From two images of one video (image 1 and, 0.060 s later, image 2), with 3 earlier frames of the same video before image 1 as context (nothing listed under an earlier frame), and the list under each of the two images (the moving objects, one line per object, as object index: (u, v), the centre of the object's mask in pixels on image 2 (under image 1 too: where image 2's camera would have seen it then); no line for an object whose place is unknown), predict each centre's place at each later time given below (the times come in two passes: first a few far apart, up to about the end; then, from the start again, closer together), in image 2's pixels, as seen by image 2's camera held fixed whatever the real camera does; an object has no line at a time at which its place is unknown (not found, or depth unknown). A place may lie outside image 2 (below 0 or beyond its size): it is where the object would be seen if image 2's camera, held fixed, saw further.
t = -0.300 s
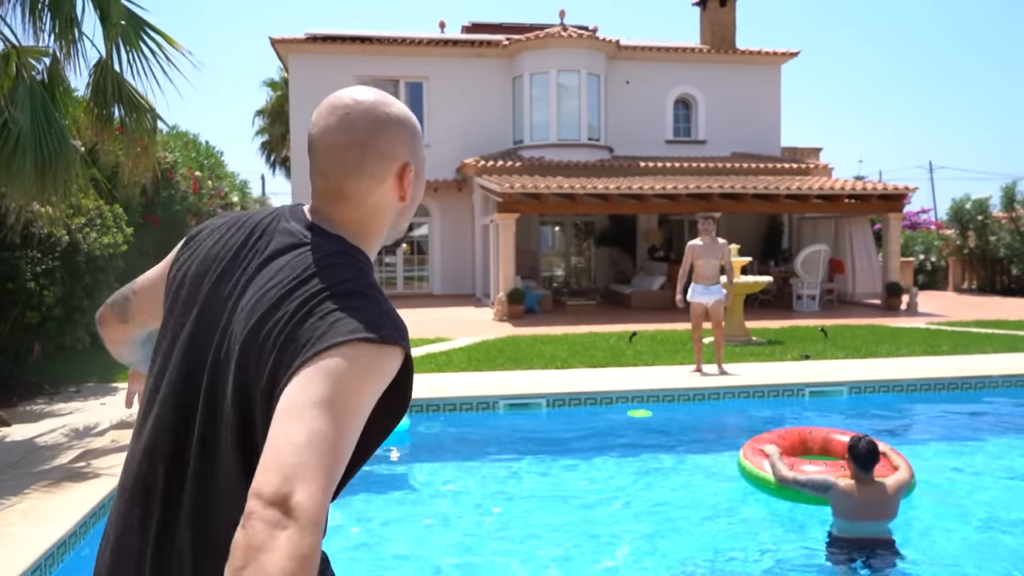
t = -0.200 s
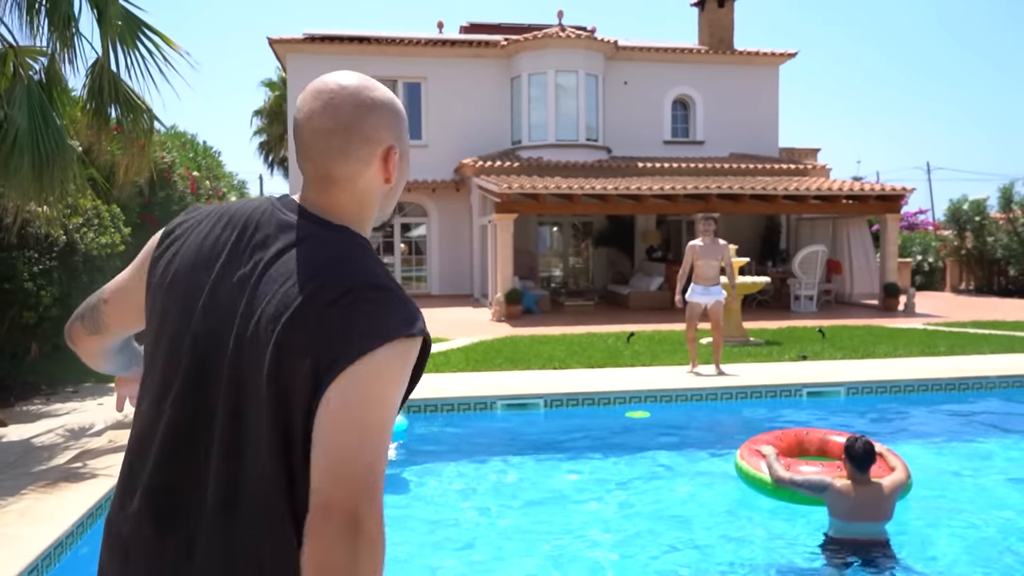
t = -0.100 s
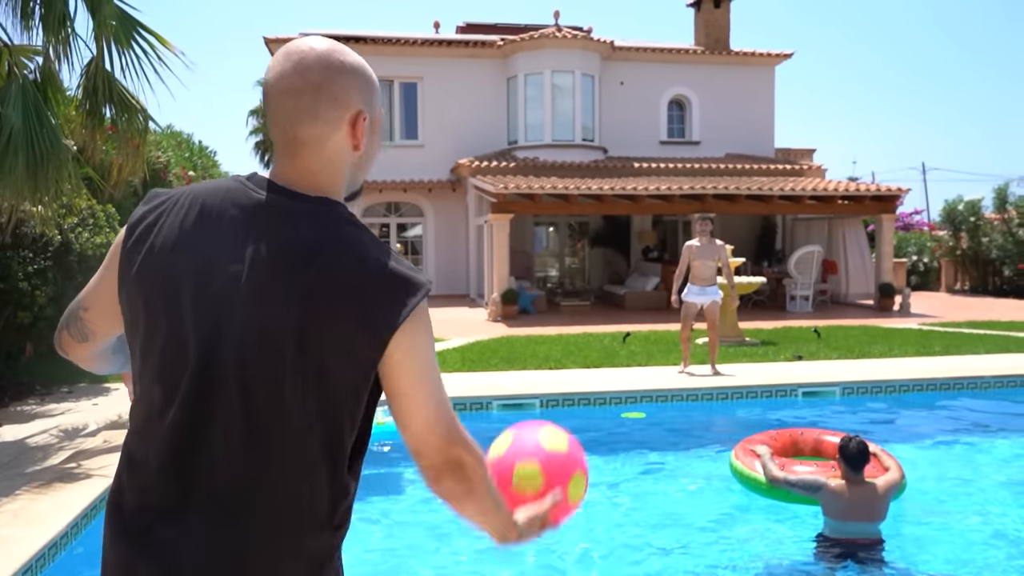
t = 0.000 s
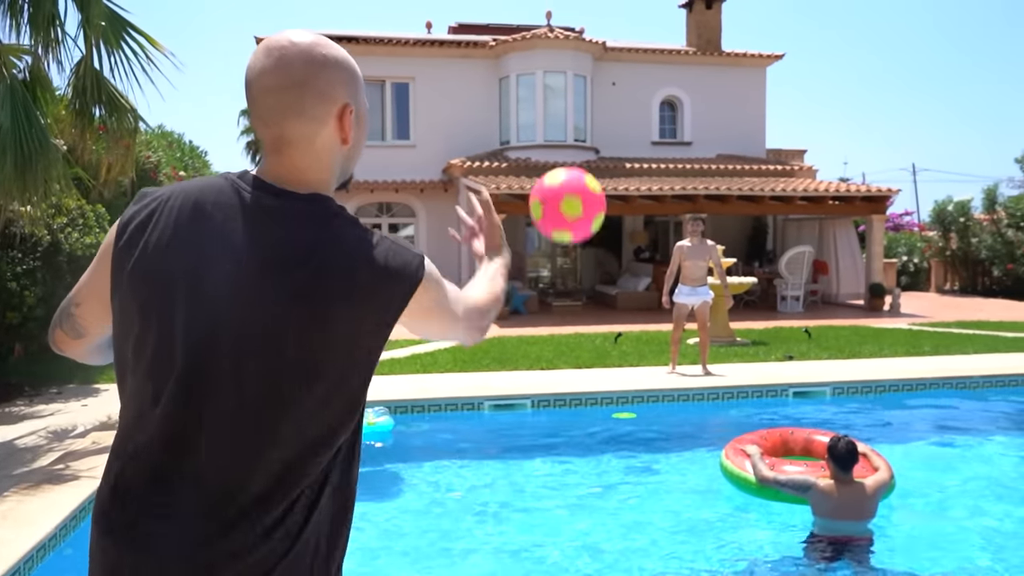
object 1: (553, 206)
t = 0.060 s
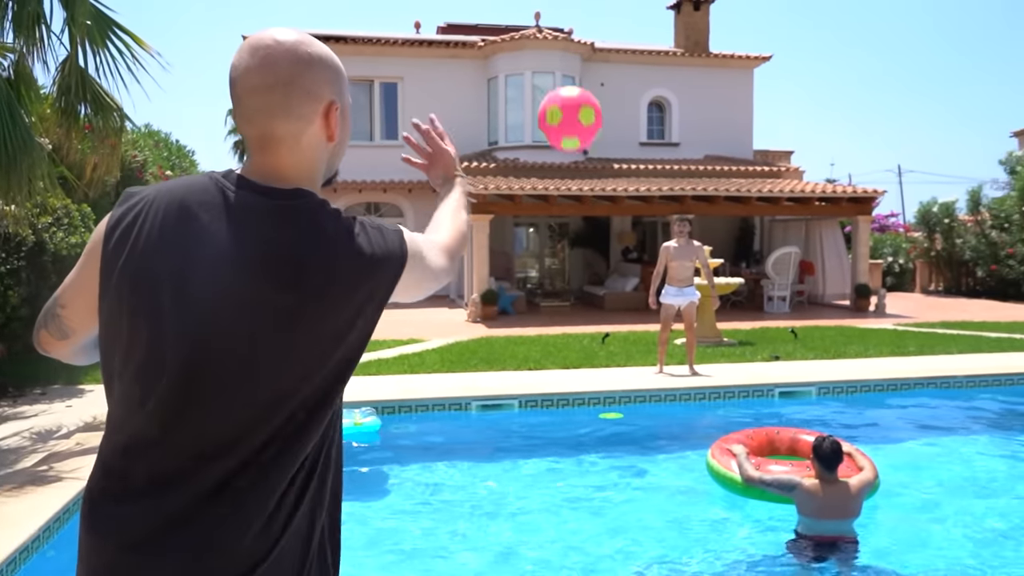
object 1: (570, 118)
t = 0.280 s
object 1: (594, 15)
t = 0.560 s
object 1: (610, 46)
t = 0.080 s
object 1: (574, 97)
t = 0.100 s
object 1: (577, 80)
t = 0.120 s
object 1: (580, 65)
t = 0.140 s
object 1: (582, 53)
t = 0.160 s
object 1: (584, 42)
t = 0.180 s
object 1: (586, 33)
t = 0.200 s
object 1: (588, 25)
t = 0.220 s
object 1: (590, 20)
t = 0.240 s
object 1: (592, 17)
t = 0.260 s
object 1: (593, 16)
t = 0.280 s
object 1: (594, 15)
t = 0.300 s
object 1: (596, 14)
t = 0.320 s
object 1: (598, 14)
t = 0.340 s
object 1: (599, 15)
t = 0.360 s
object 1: (601, 16)
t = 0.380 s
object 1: (602, 18)
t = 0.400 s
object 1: (604, 19)
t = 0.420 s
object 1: (604, 21)
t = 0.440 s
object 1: (605, 23)
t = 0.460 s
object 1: (606, 25)
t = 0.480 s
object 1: (607, 28)
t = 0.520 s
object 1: (609, 35)
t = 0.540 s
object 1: (610, 40)
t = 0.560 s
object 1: (610, 46)
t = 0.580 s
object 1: (611, 51)
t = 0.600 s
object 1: (612, 57)
